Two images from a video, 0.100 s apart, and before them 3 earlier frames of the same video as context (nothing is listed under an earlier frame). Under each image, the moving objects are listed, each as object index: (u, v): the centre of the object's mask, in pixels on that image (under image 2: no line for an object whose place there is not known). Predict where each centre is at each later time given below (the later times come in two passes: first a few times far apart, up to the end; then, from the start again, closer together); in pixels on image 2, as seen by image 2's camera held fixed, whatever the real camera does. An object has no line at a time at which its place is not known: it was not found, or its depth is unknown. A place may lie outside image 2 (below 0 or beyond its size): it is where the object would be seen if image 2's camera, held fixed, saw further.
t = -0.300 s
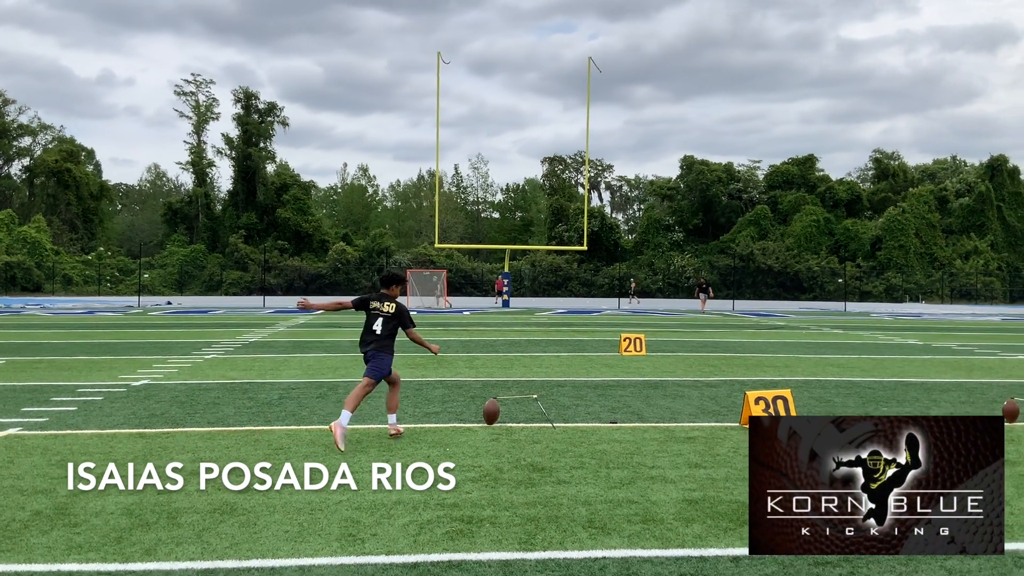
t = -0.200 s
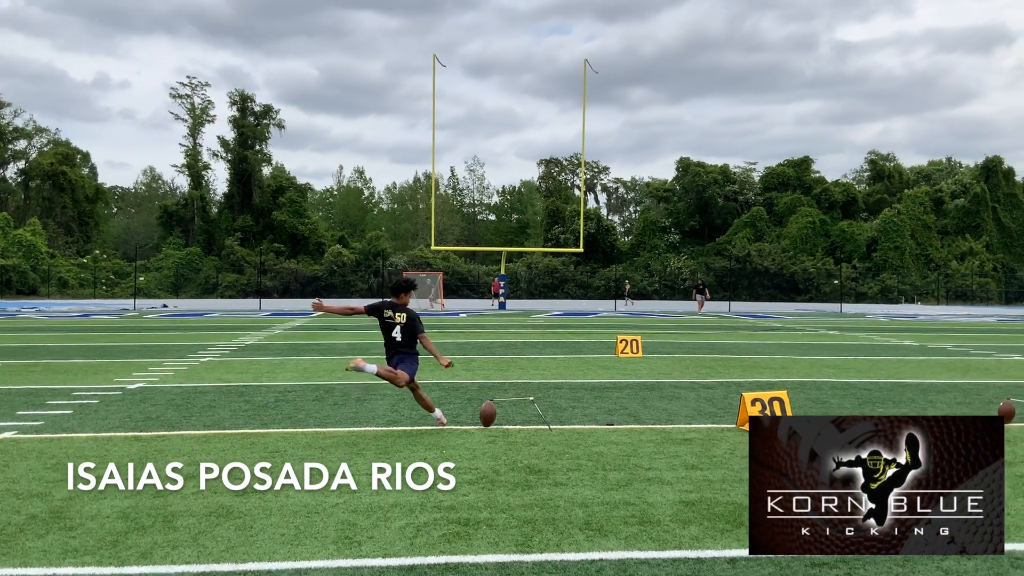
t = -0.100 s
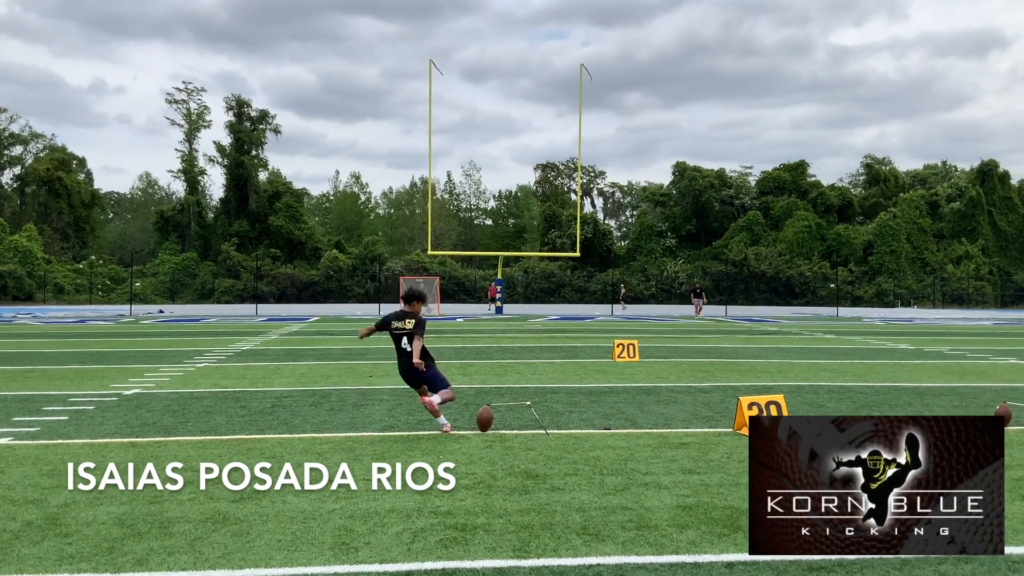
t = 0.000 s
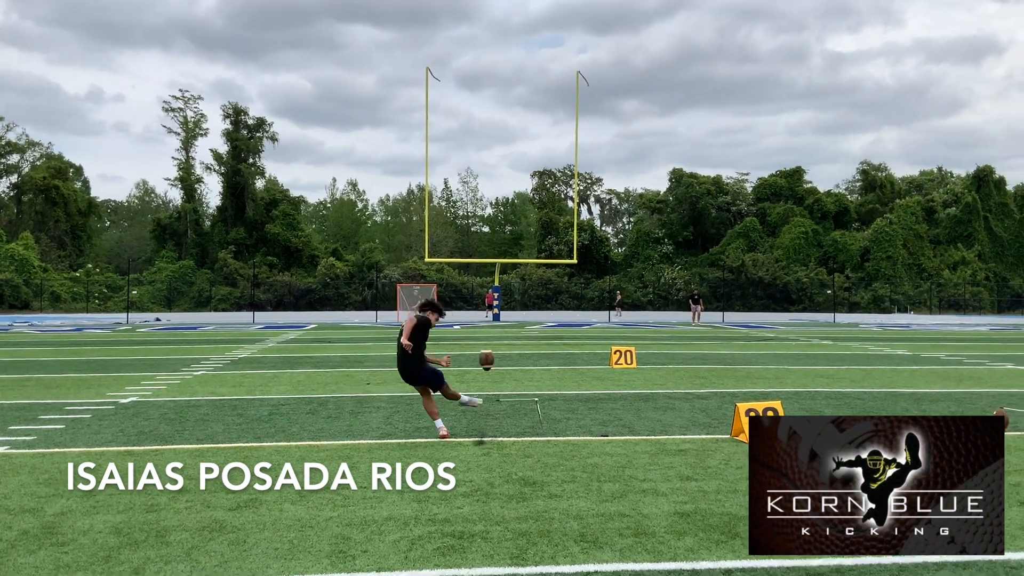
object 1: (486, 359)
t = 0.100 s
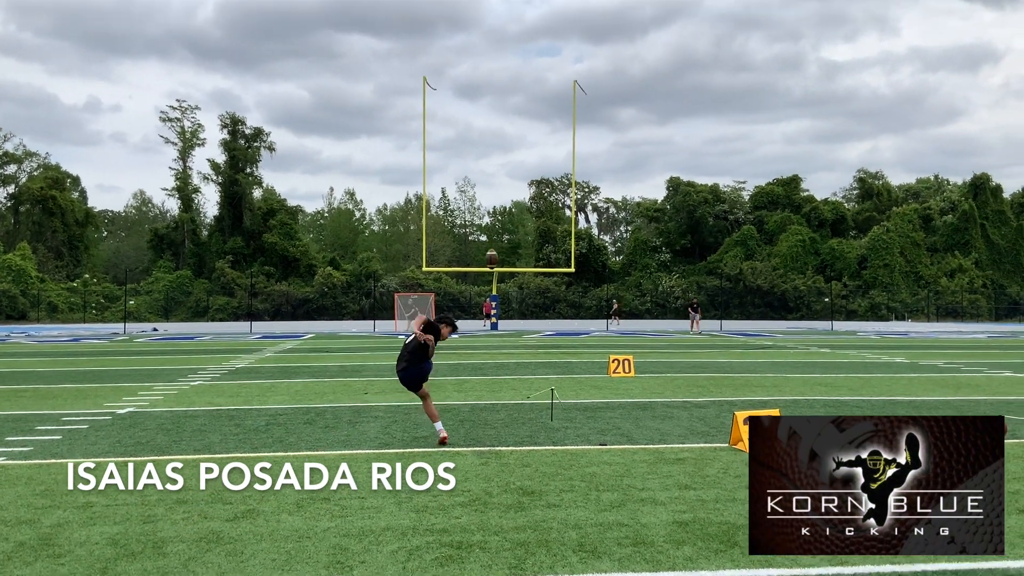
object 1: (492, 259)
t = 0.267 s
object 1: (502, 148)
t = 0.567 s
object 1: (518, 53)
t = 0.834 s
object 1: (528, 21)
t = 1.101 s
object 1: (535, 18)
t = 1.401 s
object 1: (542, 35)
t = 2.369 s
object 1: (559, 172)
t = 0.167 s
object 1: (496, 207)
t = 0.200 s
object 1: (498, 185)
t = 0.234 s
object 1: (500, 165)
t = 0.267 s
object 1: (502, 148)
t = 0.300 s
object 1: (504, 132)
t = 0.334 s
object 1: (506, 118)
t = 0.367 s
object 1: (508, 106)
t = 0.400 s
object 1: (509, 94)
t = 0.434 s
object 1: (511, 84)
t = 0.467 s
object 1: (513, 75)
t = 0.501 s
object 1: (515, 67)
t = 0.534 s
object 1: (516, 59)
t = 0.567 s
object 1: (518, 53)
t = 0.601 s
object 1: (519, 47)
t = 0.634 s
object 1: (521, 41)
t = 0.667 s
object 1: (522, 37)
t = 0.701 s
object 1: (524, 33)
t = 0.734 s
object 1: (525, 29)
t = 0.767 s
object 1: (526, 26)
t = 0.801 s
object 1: (527, 23)
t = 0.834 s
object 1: (528, 21)
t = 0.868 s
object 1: (529, 20)
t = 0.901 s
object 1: (530, 18)
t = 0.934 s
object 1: (531, 17)
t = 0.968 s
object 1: (532, 17)
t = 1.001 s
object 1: (533, 16)
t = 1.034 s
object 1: (534, 16)
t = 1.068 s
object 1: (535, 17)
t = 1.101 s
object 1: (535, 18)
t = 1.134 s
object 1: (536, 18)
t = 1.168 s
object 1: (537, 20)
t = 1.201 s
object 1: (538, 21)
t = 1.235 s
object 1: (538, 22)
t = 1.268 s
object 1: (539, 24)
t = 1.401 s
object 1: (542, 35)
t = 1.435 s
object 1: (543, 37)
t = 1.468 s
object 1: (543, 40)
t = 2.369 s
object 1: (559, 172)
